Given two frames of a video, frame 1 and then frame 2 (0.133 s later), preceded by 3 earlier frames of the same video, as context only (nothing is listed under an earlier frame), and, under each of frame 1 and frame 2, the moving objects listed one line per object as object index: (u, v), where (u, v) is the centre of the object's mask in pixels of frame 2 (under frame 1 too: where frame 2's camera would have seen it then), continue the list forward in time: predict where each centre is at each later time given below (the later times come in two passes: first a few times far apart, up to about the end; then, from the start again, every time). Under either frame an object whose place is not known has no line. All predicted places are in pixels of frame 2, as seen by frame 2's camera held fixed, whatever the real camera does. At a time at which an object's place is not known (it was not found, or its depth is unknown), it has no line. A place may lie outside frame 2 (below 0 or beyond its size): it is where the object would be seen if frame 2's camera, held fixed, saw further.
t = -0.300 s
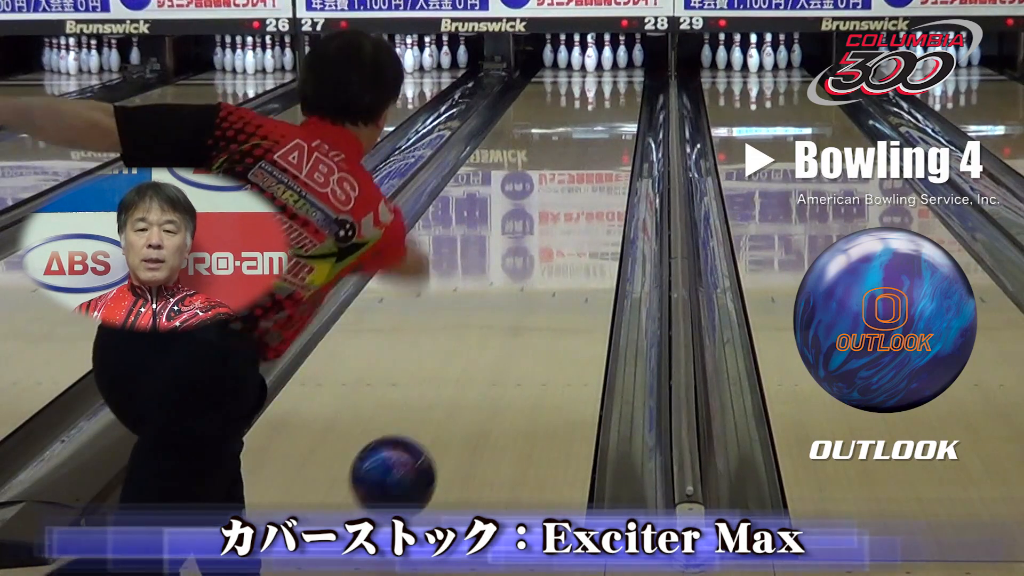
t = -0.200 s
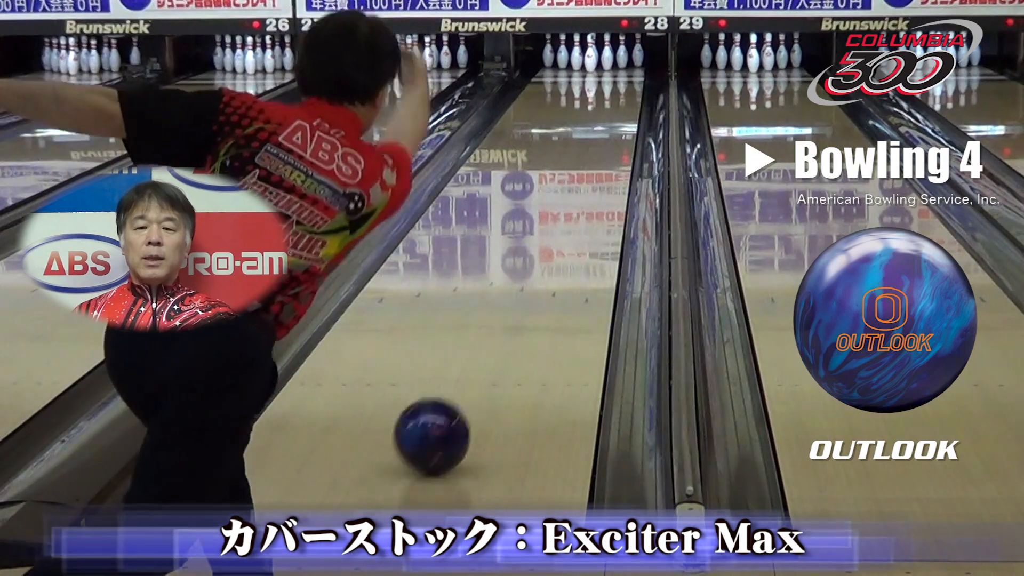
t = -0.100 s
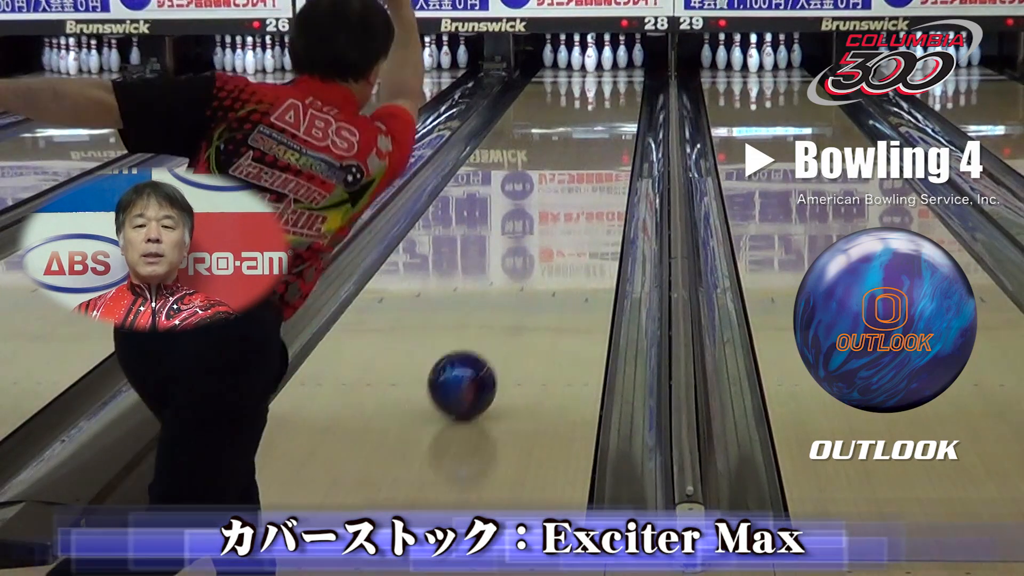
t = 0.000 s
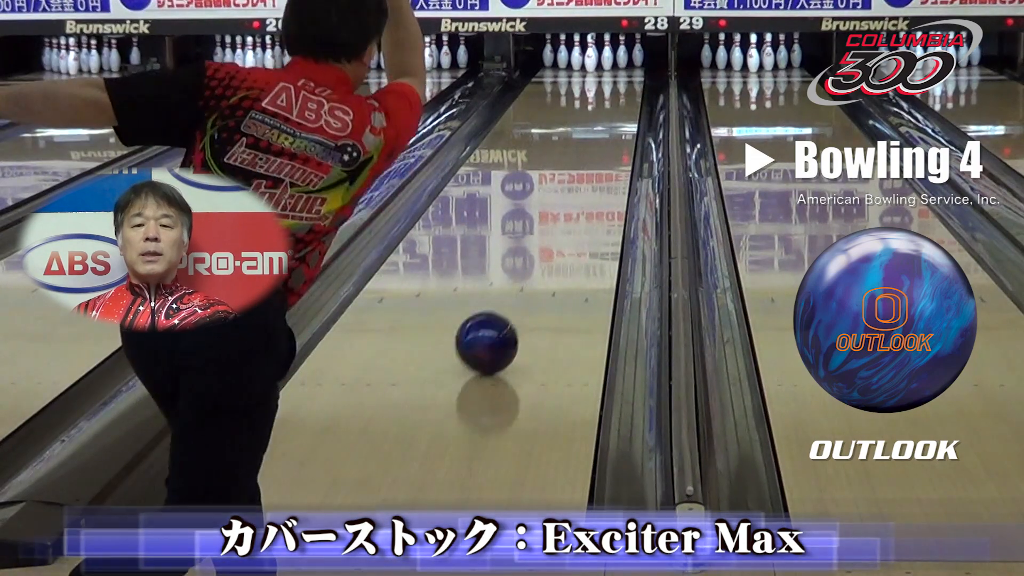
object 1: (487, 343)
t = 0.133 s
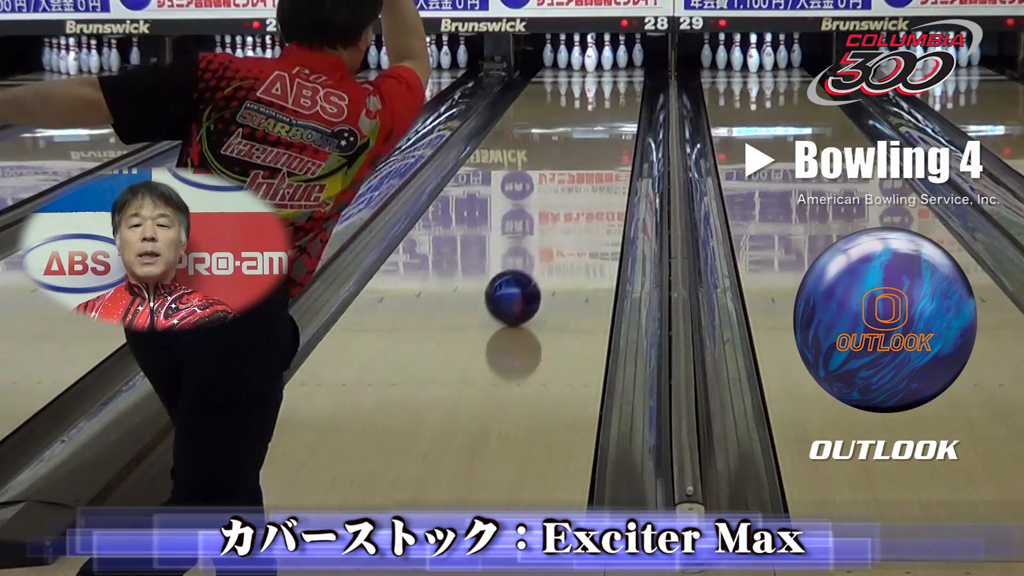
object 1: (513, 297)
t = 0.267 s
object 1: (533, 261)
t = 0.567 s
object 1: (567, 200)
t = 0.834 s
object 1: (586, 162)
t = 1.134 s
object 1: (600, 130)
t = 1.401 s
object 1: (608, 108)
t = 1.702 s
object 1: (610, 88)
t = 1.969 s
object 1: (607, 75)
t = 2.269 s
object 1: (599, 63)
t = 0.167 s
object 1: (518, 288)
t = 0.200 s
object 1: (523, 278)
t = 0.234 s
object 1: (528, 269)
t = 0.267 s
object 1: (533, 261)
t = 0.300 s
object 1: (538, 253)
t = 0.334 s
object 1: (542, 246)
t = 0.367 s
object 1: (546, 238)
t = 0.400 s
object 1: (550, 231)
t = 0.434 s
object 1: (554, 224)
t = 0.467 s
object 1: (557, 218)
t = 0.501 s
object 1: (561, 212)
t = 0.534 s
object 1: (564, 206)
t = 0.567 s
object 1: (567, 200)
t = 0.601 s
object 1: (569, 195)
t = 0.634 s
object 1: (572, 190)
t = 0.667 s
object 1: (575, 185)
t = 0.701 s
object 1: (577, 180)
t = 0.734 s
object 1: (580, 175)
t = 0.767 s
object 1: (582, 170)
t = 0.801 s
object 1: (584, 166)
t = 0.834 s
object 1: (586, 162)
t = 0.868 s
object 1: (588, 157)
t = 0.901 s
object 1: (590, 154)
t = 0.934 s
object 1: (591, 150)
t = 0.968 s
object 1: (593, 146)
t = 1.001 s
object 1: (595, 143)
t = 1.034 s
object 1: (596, 139)
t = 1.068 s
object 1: (597, 136)
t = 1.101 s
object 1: (599, 133)
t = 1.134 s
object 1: (600, 130)
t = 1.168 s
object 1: (602, 127)
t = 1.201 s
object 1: (602, 124)
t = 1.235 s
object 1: (604, 121)
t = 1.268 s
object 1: (604, 118)
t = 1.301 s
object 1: (605, 115)
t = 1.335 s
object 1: (606, 113)
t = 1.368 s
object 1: (607, 111)
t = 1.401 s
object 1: (608, 108)
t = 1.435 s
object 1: (609, 105)
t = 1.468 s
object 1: (609, 103)
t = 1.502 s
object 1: (610, 101)
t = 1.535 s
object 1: (610, 99)
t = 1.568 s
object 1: (610, 97)
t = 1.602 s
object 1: (610, 94)
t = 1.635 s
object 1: (610, 92)
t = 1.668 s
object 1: (610, 91)
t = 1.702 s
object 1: (610, 88)
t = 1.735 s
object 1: (610, 87)
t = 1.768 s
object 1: (609, 85)
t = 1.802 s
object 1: (609, 83)
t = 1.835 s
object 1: (609, 82)
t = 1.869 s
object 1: (608, 80)
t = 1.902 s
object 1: (608, 78)
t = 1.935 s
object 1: (608, 77)
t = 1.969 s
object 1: (607, 75)
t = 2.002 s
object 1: (606, 73)
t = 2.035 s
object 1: (606, 72)
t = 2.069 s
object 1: (605, 70)
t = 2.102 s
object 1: (604, 69)
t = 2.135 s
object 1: (603, 67)
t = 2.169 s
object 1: (602, 66)
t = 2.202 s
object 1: (601, 65)
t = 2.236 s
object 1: (601, 64)
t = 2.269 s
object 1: (599, 63)
